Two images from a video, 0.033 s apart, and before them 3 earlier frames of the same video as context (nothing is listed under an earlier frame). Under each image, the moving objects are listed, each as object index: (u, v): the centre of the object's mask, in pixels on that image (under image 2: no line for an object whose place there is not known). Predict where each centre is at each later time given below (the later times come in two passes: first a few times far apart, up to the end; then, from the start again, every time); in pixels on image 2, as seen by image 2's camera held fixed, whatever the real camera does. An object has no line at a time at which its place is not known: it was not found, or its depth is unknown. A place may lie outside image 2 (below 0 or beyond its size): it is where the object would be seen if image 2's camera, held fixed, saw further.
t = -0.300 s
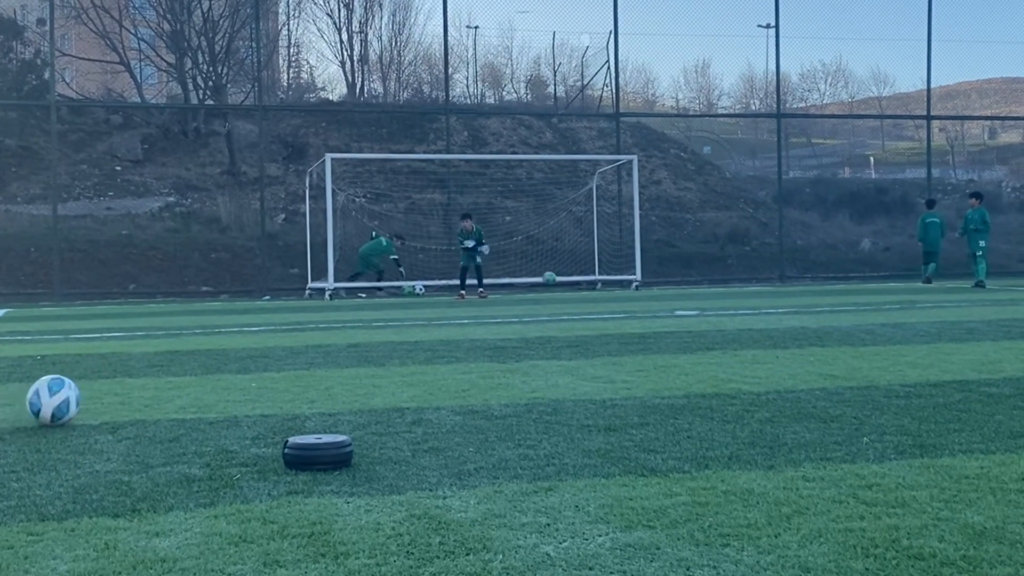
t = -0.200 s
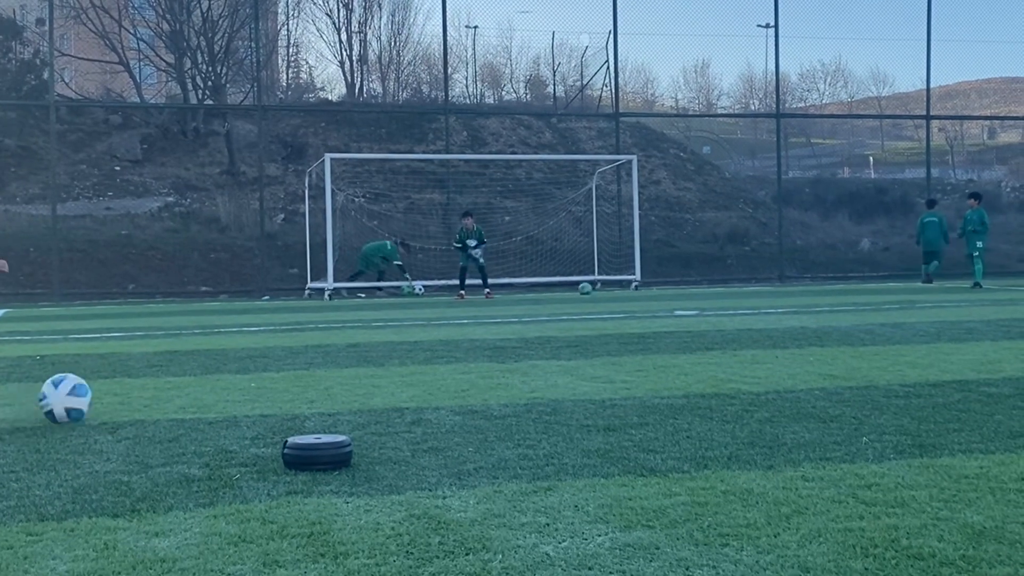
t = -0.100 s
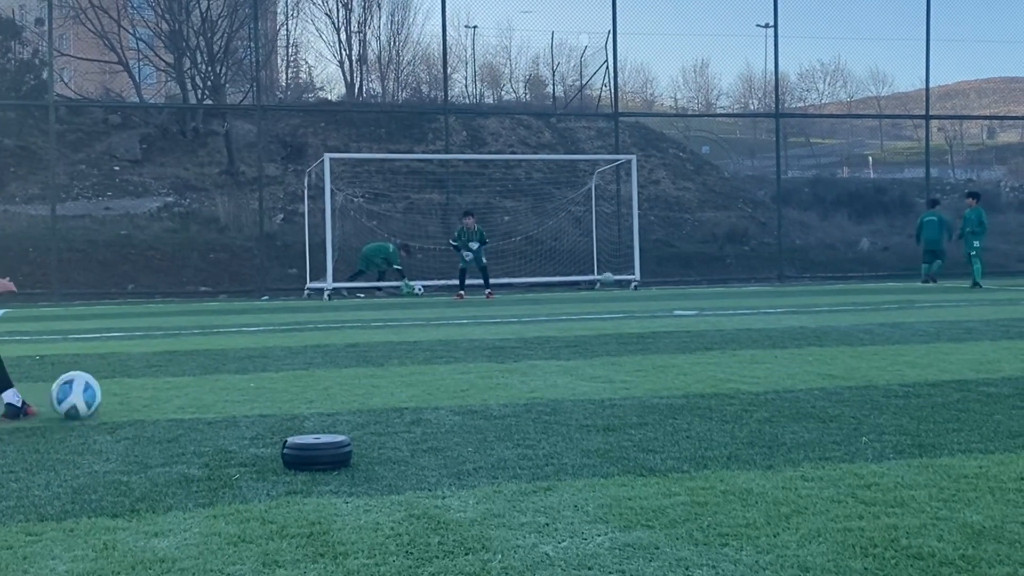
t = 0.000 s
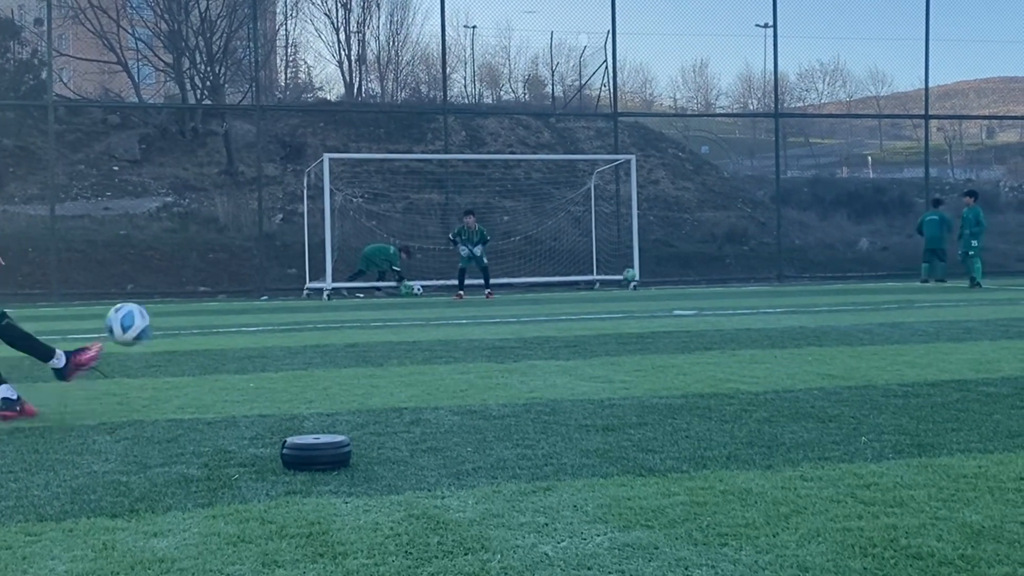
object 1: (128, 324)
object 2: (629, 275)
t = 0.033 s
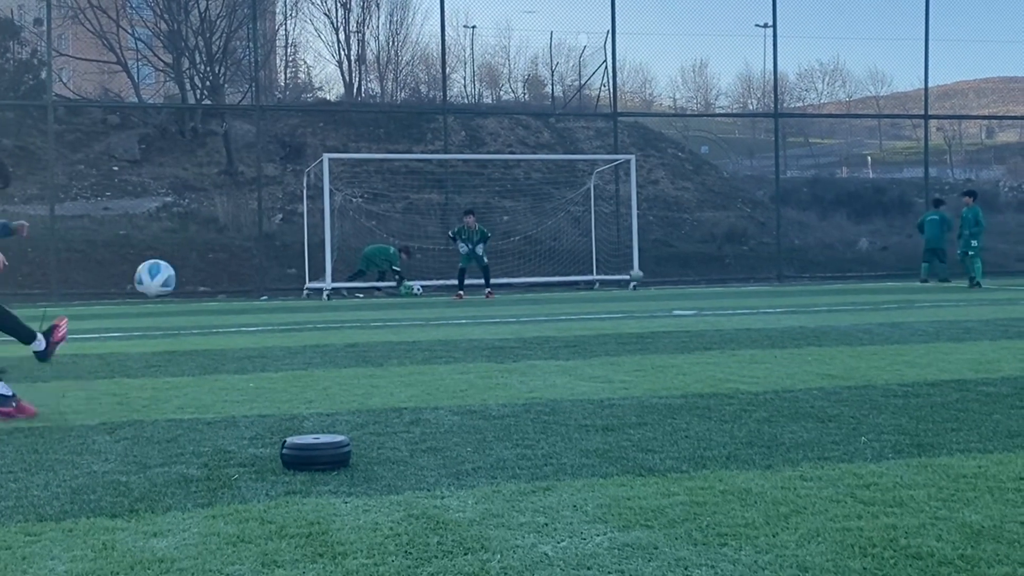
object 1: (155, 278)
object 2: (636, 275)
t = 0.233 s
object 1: (254, 153)
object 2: (680, 283)
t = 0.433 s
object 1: (300, 138)
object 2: (723, 282)
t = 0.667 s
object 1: (332, 175)
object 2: (770, 281)
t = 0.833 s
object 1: (345, 220)
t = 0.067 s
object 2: (644, 275)
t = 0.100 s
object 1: (198, 215)
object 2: (651, 276)
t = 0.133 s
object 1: (215, 194)
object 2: (659, 280)
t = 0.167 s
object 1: (230, 176)
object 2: (665, 283)
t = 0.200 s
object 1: (243, 163)
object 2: (673, 285)
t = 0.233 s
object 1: (254, 153)
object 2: (680, 283)
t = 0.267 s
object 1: (265, 146)
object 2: (687, 281)
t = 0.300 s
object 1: (273, 141)
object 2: (694, 280)
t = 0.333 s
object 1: (281, 137)
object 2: (701, 279)
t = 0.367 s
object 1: (288, 137)
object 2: (708, 280)
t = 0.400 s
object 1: (294, 137)
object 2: (715, 280)
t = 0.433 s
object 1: (300, 138)
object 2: (723, 282)
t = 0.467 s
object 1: (306, 140)
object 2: (729, 283)
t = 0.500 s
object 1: (311, 144)
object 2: (736, 281)
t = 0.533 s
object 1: (316, 148)
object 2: (743, 280)
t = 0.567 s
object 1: (320, 154)
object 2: (750, 279)
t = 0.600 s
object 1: (324, 160)
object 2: (756, 279)
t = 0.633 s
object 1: (328, 167)
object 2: (762, 280)
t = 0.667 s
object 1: (332, 175)
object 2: (770, 281)
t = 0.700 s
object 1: (335, 183)
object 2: (776, 282)
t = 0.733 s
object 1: (337, 192)
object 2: (782, 281)
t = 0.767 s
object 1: (340, 201)
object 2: (788, 280)
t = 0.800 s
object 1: (343, 210)
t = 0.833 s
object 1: (345, 220)
